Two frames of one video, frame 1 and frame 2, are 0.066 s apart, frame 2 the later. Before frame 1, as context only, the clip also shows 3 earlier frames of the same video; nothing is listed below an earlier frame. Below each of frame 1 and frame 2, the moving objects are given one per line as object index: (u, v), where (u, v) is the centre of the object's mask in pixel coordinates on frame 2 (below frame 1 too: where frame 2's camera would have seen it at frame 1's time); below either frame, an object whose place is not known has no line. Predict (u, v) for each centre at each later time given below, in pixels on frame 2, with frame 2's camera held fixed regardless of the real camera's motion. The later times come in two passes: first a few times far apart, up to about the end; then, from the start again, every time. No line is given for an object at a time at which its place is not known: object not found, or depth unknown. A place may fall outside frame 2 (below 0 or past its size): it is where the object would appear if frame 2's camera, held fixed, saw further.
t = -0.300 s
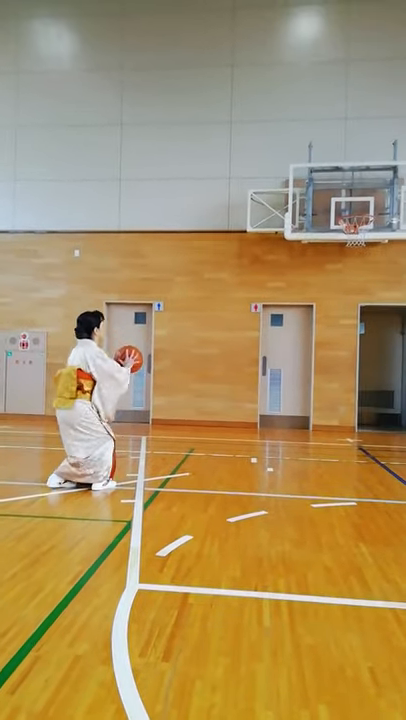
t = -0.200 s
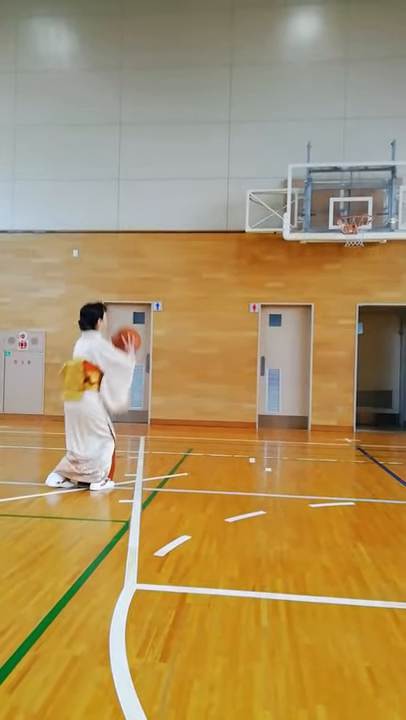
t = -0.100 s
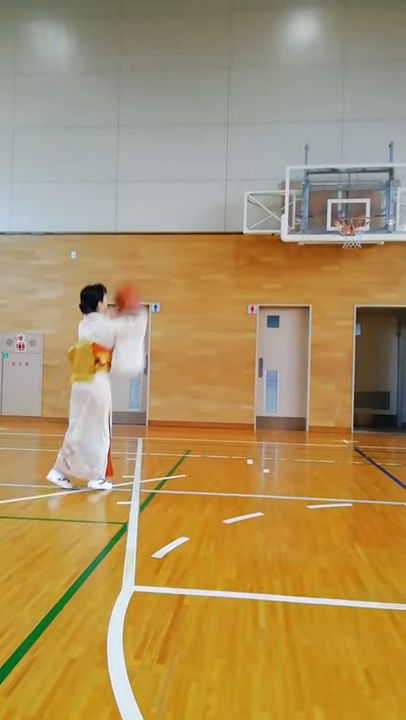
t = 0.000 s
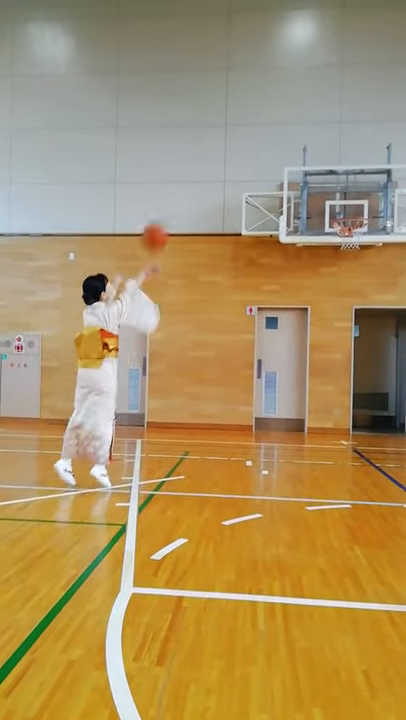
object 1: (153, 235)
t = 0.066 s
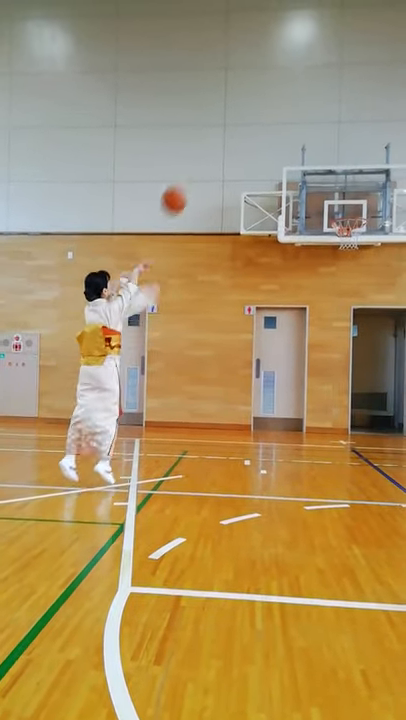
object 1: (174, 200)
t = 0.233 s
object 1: (216, 144)
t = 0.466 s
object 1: (265, 119)
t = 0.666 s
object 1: (297, 135)
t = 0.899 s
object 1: (328, 185)
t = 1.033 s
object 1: (344, 225)
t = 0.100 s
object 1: (183, 185)
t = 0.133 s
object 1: (192, 173)
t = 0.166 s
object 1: (200, 162)
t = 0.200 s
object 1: (208, 152)
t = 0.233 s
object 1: (216, 144)
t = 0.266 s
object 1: (224, 138)
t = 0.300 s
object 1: (231, 132)
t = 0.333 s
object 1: (239, 127)
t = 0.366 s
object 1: (246, 123)
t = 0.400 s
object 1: (252, 121)
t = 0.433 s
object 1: (259, 120)
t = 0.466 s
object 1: (265, 119)
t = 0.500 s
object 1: (271, 120)
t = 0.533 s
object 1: (276, 121)
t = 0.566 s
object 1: (281, 124)
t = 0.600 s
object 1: (287, 127)
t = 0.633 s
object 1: (292, 130)
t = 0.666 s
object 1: (297, 135)
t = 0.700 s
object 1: (302, 140)
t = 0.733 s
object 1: (306, 147)
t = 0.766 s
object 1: (310, 153)
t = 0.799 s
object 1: (315, 160)
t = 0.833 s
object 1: (319, 168)
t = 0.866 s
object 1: (323, 177)
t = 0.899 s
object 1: (328, 185)
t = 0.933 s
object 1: (330, 195)
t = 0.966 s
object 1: (335, 207)
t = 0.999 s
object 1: (337, 215)
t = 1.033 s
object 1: (344, 225)
